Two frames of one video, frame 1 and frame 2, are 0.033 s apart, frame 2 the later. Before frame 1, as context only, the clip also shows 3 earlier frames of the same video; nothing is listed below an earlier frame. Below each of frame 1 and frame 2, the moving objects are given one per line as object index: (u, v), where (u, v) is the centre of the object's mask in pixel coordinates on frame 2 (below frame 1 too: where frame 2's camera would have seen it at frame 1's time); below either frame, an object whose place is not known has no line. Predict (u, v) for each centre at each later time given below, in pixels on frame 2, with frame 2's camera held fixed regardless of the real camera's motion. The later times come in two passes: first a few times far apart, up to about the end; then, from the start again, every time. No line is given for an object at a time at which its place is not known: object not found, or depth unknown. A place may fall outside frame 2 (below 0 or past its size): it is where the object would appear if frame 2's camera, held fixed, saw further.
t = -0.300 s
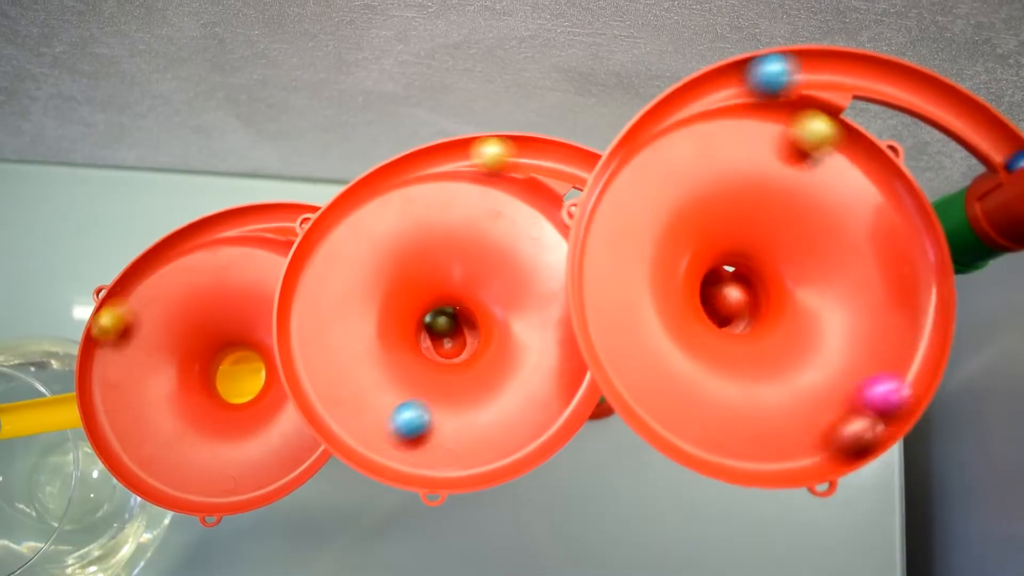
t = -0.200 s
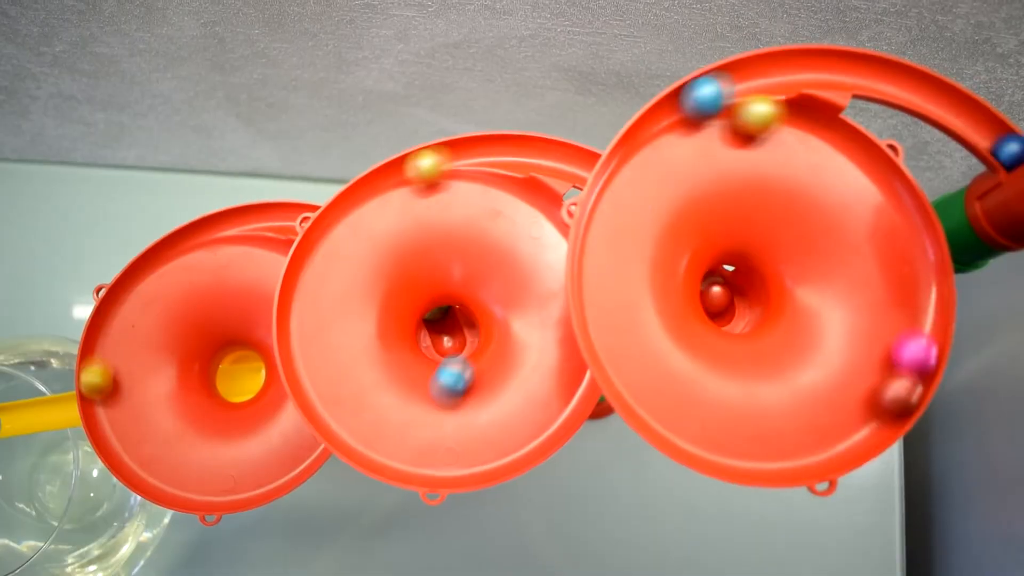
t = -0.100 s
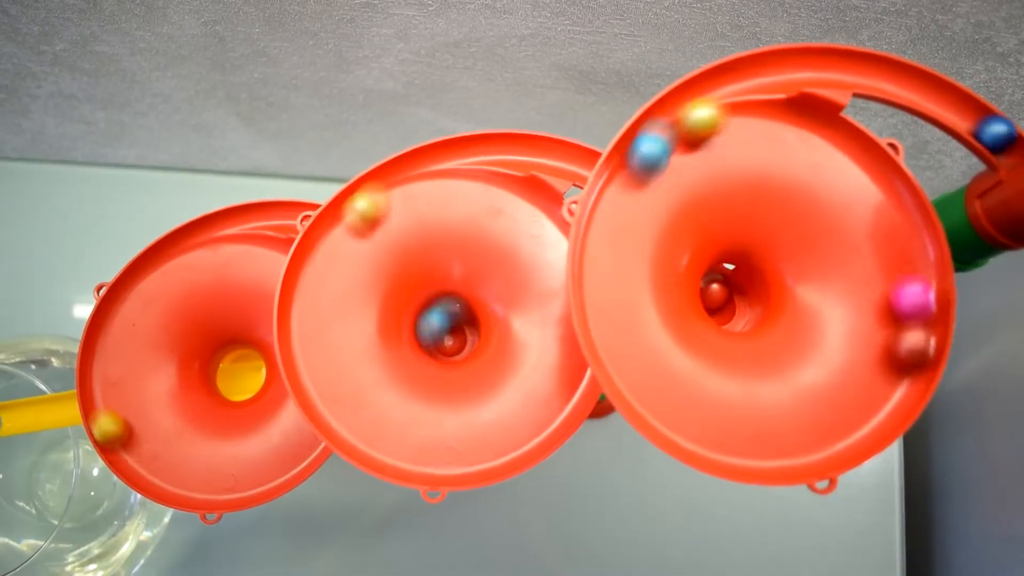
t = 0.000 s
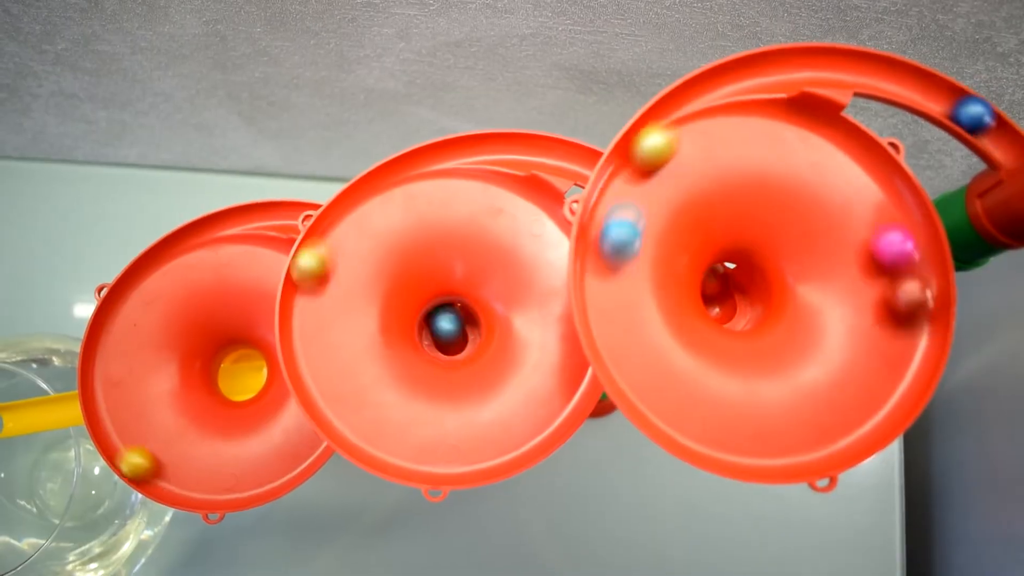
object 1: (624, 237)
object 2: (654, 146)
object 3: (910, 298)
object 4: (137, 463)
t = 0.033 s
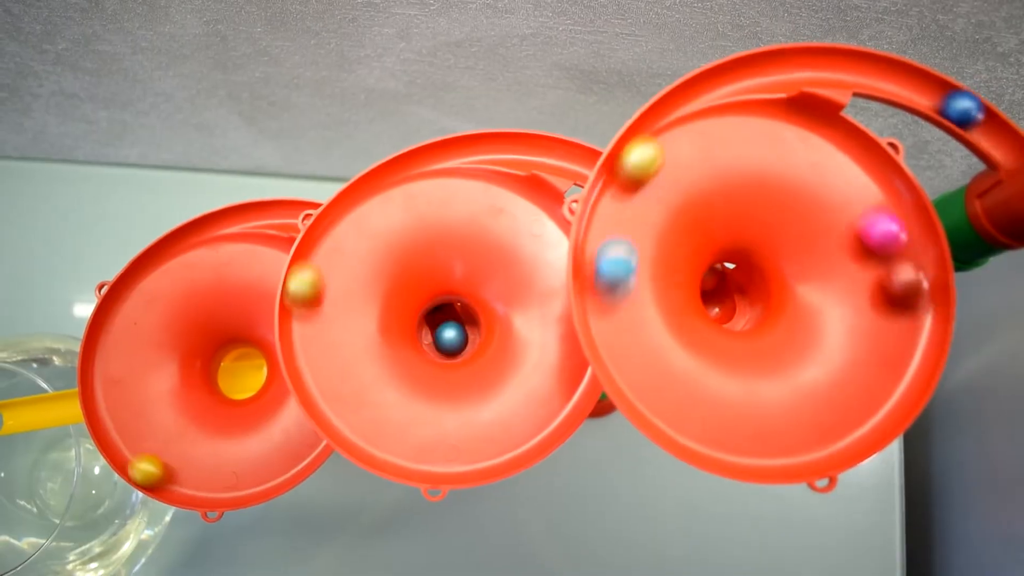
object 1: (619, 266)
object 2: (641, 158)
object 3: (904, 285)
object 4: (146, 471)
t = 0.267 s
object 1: (707, 441)
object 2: (603, 293)
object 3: (799, 202)
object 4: (231, 472)
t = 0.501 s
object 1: (881, 414)
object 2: (690, 429)
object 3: (776, 340)
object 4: (274, 375)
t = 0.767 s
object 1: (923, 258)
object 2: (855, 433)
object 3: (749, 317)
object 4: (137, 368)
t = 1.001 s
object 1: (844, 149)
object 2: (916, 335)
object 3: (733, 280)
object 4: (109, 411)
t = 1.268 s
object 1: (695, 121)
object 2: (850, 222)
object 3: (719, 291)
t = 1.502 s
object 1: (601, 223)
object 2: (707, 303)
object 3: (715, 274)
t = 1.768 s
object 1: (664, 414)
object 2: (828, 316)
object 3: (719, 304)
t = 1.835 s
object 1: (713, 444)
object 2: (800, 273)
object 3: (718, 287)
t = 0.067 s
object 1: (614, 299)
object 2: (628, 175)
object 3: (896, 267)
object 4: (158, 476)
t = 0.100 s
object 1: (615, 336)
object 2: (619, 191)
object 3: (886, 252)
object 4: (171, 480)
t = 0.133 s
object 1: (623, 362)
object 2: (612, 208)
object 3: (873, 240)
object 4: (184, 482)
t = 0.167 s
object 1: (638, 384)
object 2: (605, 228)
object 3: (859, 227)
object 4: (196, 482)
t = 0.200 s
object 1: (660, 409)
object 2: (602, 248)
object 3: (842, 217)
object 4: (208, 481)
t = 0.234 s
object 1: (683, 427)
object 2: (600, 271)
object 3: (821, 208)
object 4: (220, 478)
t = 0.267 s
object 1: (707, 441)
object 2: (603, 293)
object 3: (799, 202)
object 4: (231, 472)
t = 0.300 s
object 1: (736, 451)
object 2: (606, 314)
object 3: (772, 204)
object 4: (242, 465)
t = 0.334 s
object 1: (763, 454)
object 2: (613, 336)
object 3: (744, 214)
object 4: (252, 455)
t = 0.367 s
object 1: (790, 453)
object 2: (622, 360)
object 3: (720, 241)
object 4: (261, 444)
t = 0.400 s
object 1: (818, 451)
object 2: (633, 380)
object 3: (712, 273)
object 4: (270, 430)
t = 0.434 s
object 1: (841, 442)
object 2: (649, 398)
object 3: (724, 307)
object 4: (276, 415)
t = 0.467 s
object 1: (861, 429)
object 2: (669, 414)
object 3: (745, 336)
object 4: (278, 397)
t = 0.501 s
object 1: (881, 414)
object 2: (690, 429)
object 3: (776, 340)
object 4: (274, 375)
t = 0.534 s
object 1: (896, 398)
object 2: (709, 440)
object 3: (800, 331)
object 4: (265, 349)
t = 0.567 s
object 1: (907, 379)
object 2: (732, 449)
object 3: (810, 318)
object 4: (253, 333)
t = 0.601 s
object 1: (916, 358)
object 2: (755, 453)
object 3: (811, 299)
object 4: (227, 326)
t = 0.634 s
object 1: (922, 338)
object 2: (776, 456)
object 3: (802, 284)
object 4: (199, 329)
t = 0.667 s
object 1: (925, 318)
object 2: (798, 454)
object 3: (774, 266)
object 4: (178, 337)
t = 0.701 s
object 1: (927, 298)
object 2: (819, 449)
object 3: (738, 267)
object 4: (160, 348)
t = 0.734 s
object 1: (926, 277)
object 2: (837, 441)
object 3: (722, 289)
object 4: (147, 359)
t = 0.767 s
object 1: (923, 258)
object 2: (855, 433)
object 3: (749, 317)
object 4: (137, 368)
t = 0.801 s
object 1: (918, 239)
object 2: (872, 422)
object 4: (129, 376)
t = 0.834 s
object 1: (910, 222)
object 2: (885, 411)
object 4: (122, 386)
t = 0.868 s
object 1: (900, 206)
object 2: (895, 398)
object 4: (117, 393)
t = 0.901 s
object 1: (888, 188)
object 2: (904, 381)
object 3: (733, 272)
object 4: (113, 399)
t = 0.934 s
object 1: (875, 174)
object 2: (910, 366)
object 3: (722, 291)
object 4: (110, 404)
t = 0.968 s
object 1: (860, 162)
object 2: (914, 351)
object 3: (754, 301)
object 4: (109, 408)
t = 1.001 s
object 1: (844, 149)
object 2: (916, 335)
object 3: (733, 280)
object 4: (109, 411)
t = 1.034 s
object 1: (827, 139)
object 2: (915, 320)
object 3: (720, 298)
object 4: (111, 413)
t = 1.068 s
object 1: (810, 132)
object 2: (914, 303)
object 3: (733, 312)
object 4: (113, 413)
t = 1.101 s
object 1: (791, 125)
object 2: (909, 289)
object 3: (735, 293)
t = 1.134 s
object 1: (772, 121)
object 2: (902, 274)
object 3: (718, 288)
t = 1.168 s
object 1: (751, 119)
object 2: (893, 258)
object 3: (716, 284)
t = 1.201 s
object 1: (733, 117)
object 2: (882, 244)
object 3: (717, 285)
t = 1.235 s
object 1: (713, 119)
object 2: (867, 233)
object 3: (717, 287)
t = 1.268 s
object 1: (695, 121)
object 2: (850, 222)
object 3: (719, 291)
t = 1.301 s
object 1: (677, 128)
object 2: (830, 213)
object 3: (718, 286)
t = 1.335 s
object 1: (663, 137)
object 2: (806, 206)
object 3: (717, 286)
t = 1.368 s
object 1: (649, 149)
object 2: (779, 206)
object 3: (717, 287)
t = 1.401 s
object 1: (636, 162)
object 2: (748, 214)
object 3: (718, 292)
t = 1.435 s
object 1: (622, 181)
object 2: (722, 234)
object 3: (717, 287)
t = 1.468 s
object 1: (611, 200)
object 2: (705, 265)
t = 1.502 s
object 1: (601, 223)
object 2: (707, 303)
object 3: (715, 274)
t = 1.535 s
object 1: (598, 248)
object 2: (722, 330)
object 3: (719, 287)
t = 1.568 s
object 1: (596, 270)
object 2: (745, 350)
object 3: (717, 287)
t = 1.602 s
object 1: (598, 298)
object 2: (769, 361)
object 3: (717, 288)
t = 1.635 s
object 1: (605, 322)
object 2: (790, 362)
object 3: (717, 287)
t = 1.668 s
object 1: (613, 347)
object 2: (807, 359)
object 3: (717, 287)
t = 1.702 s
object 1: (628, 373)
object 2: (821, 348)
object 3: (718, 287)
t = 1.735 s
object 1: (647, 396)
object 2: (829, 332)
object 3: (719, 291)
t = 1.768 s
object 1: (664, 414)
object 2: (828, 316)
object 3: (719, 304)
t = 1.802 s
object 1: (689, 432)
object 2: (819, 293)
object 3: (717, 279)
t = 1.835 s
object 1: (713, 444)
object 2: (800, 273)
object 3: (718, 287)
